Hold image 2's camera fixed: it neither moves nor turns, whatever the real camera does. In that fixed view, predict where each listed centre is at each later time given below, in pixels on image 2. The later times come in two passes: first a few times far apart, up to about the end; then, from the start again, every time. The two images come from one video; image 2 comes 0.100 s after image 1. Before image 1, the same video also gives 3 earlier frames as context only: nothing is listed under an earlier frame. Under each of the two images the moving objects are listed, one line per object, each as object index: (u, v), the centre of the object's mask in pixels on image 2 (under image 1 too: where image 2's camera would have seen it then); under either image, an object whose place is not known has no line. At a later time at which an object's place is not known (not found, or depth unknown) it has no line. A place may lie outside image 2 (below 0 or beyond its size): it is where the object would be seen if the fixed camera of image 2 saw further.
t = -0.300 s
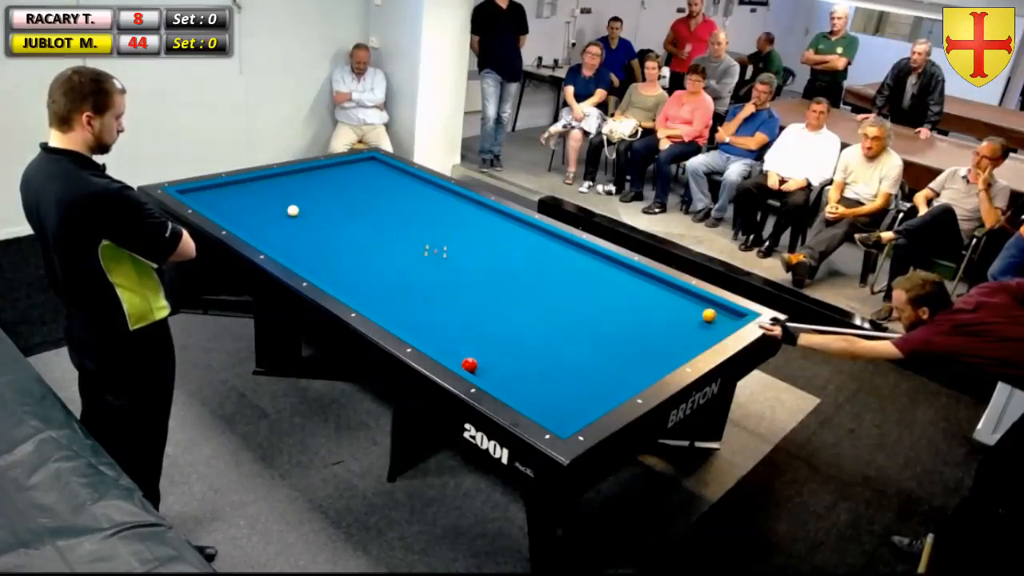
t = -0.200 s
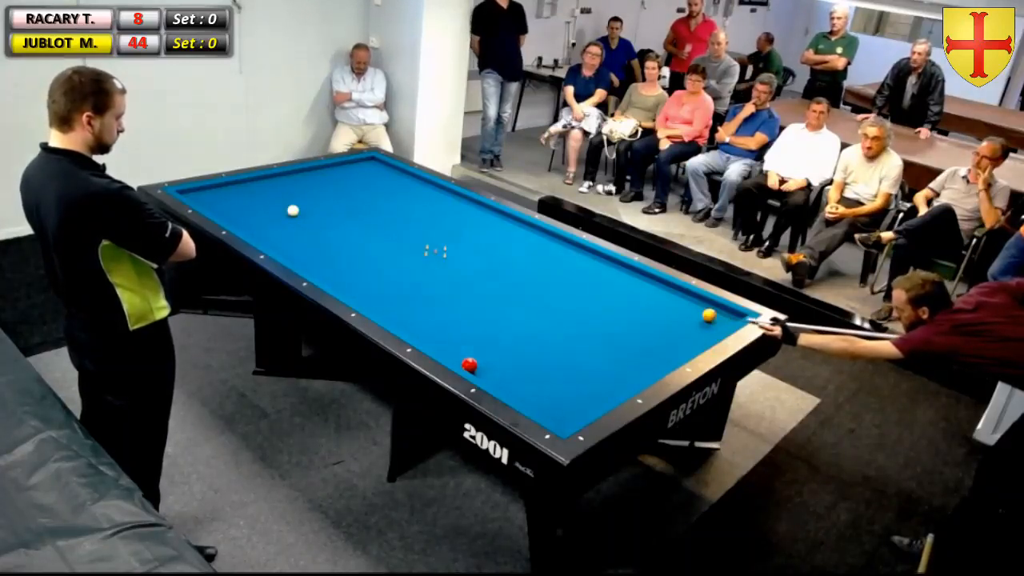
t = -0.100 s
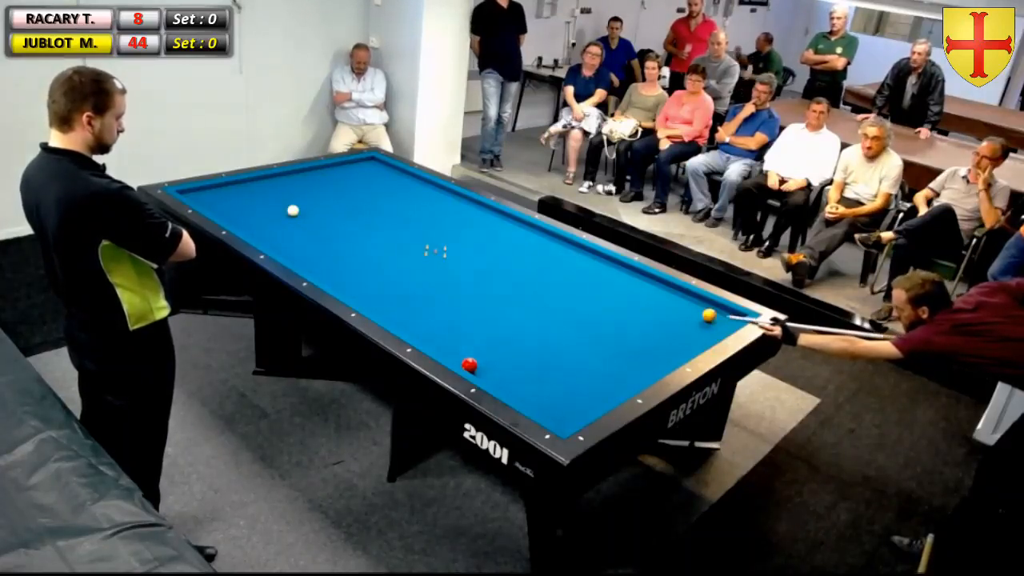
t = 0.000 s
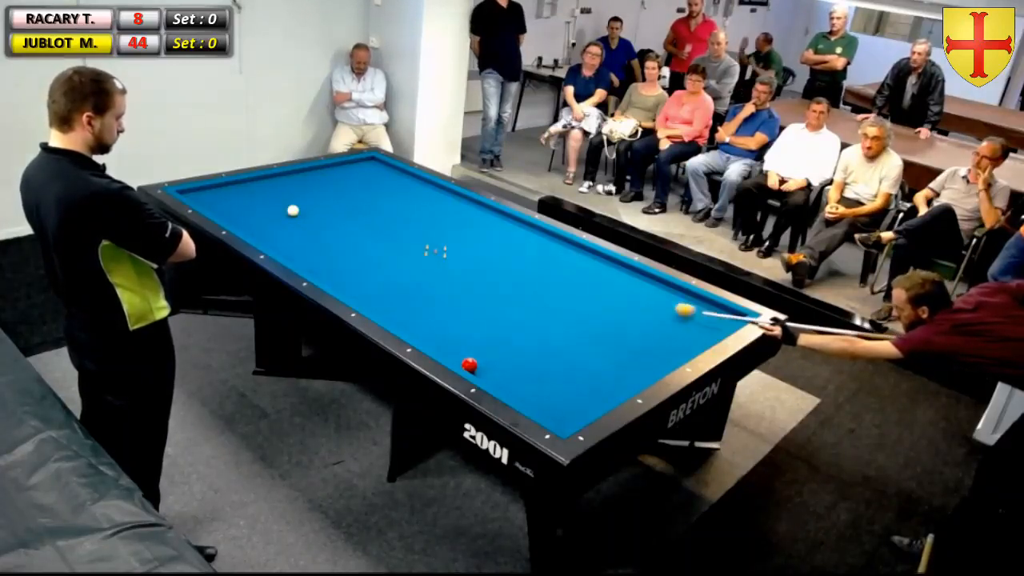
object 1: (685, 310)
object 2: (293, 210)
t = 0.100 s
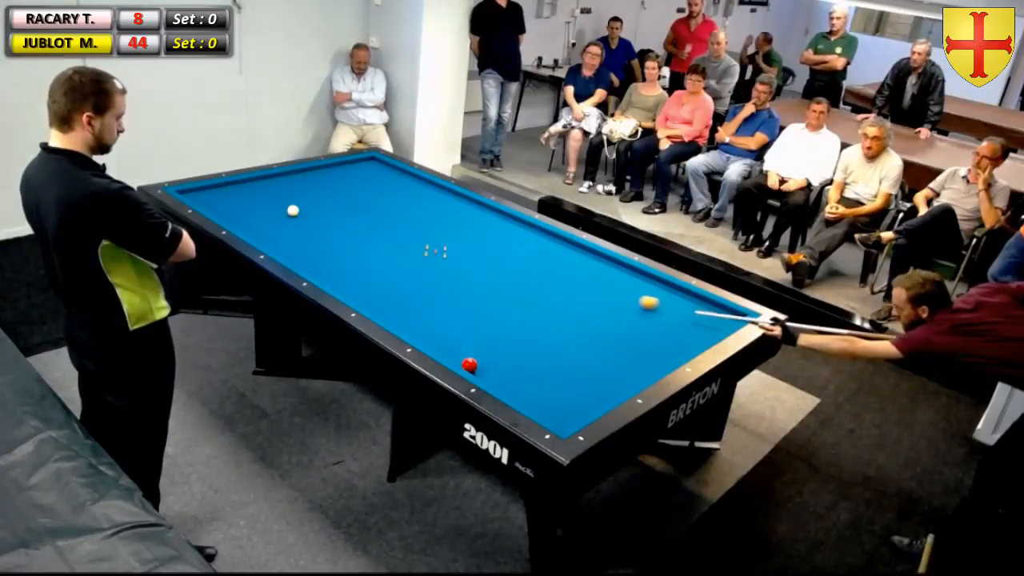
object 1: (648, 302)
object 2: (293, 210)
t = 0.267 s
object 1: (591, 291)
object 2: (293, 210)
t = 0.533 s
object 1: (503, 273)
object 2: (293, 210)
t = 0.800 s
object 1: (419, 256)
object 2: (293, 210)
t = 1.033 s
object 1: (348, 242)
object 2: (293, 210)
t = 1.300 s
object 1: (272, 227)
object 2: (293, 210)
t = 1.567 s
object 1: (221, 210)
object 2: (293, 210)
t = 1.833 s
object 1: (213, 192)
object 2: (293, 210)
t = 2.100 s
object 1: (229, 191)
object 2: (293, 210)
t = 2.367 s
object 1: (255, 198)
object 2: (293, 210)
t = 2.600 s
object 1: (278, 204)
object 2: (293, 210)
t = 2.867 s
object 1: (299, 205)
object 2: (297, 215)
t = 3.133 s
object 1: (317, 207)
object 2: (305, 220)
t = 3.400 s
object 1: (334, 207)
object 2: (312, 225)
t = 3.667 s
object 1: (350, 207)
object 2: (319, 231)
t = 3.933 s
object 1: (366, 208)
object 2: (327, 236)
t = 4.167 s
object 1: (379, 208)
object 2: (333, 241)
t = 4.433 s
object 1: (393, 209)
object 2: (340, 246)
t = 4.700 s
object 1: (407, 209)
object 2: (347, 252)
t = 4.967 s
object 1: (420, 209)
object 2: (354, 257)
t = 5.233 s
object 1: (432, 210)
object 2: (360, 262)
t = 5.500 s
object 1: (444, 210)
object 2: (366, 267)
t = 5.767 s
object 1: (454, 208)
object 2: (372, 272)
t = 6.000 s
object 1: (464, 210)
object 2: (377, 275)
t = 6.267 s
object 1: (475, 211)
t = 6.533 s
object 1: (485, 210)
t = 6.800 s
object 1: (494, 211)
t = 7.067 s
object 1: (498, 212)
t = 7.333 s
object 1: (497, 214)
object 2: (405, 295)
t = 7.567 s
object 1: (497, 215)
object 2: (409, 299)
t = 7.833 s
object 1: (498, 217)
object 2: (413, 302)
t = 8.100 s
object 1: (498, 218)
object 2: (417, 305)
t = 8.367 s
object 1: (498, 219)
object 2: (420, 308)
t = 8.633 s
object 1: (498, 219)
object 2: (423, 310)
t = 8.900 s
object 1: (499, 220)
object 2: (426, 312)
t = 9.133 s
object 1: (499, 221)
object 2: (428, 313)
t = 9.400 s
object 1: (499, 221)
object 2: (430, 315)
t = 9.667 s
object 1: (499, 221)
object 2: (432, 316)
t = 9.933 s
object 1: (499, 222)
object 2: (433, 317)
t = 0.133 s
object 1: (637, 300)
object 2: (293, 210)
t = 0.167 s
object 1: (626, 298)
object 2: (293, 210)
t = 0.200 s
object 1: (614, 295)
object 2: (293, 210)
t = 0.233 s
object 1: (603, 293)
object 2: (293, 210)
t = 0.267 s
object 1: (591, 291)
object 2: (293, 210)
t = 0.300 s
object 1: (580, 289)
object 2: (293, 210)
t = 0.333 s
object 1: (569, 286)
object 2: (293, 210)
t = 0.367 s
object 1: (558, 284)
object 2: (293, 210)
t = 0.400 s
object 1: (547, 282)
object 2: (293, 210)
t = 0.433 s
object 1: (535, 280)
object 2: (293, 210)
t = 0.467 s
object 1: (525, 277)
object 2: (293, 210)
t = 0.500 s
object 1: (513, 275)
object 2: (293, 210)
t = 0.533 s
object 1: (503, 273)
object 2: (293, 210)
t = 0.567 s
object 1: (492, 271)
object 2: (293, 210)
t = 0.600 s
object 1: (481, 269)
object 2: (293, 210)
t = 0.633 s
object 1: (471, 267)
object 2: (293, 210)
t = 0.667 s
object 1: (460, 264)
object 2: (293, 210)
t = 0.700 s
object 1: (449, 262)
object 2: (293, 210)
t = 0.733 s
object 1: (439, 260)
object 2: (293, 210)
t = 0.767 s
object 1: (429, 258)
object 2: (293, 210)
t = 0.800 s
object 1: (419, 256)
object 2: (293, 210)
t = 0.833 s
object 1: (408, 254)
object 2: (293, 210)
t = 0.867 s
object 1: (398, 252)
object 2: (293, 210)
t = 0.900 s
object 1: (388, 250)
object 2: (293, 210)
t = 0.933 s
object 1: (377, 248)
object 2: (293, 210)
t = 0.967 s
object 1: (368, 246)
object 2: (293, 210)
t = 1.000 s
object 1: (358, 244)
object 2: (293, 210)
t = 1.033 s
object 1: (348, 242)
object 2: (293, 210)
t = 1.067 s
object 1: (338, 240)
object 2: (293, 210)
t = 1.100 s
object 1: (329, 238)
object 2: (293, 210)
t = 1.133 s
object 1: (319, 236)
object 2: (293, 210)
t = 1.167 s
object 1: (310, 234)
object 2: (293, 210)
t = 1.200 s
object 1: (300, 233)
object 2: (293, 210)
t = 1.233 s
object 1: (291, 230)
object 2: (293, 210)
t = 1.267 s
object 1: (281, 229)
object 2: (293, 210)
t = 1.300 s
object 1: (272, 227)
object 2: (293, 210)
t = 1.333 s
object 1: (263, 225)
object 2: (293, 210)
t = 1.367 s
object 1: (254, 223)
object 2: (293, 210)
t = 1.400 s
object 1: (245, 222)
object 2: (293, 210)
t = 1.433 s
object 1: (236, 220)
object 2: (293, 210)
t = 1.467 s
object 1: (227, 217)
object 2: (293, 210)
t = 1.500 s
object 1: (222, 215)
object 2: (293, 210)
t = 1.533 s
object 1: (221, 213)
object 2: (293, 210)
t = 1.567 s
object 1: (221, 210)
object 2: (293, 210)
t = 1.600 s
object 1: (221, 208)
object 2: (293, 210)
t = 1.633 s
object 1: (220, 205)
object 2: (293, 210)
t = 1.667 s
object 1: (219, 203)
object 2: (293, 210)
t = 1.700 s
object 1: (218, 200)
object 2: (293, 210)
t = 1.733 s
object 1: (216, 198)
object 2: (293, 210)
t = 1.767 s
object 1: (215, 196)
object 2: (293, 210)
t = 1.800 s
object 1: (214, 194)
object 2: (293, 210)
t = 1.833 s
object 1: (213, 192)
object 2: (293, 210)
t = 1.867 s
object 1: (211, 189)
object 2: (293, 210)
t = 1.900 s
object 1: (210, 187)
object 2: (293, 210)
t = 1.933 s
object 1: (211, 186)
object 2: (293, 210)
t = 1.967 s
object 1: (215, 188)
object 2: (293, 210)
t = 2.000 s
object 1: (219, 189)
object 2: (293, 210)
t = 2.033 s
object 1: (222, 190)
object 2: (293, 210)
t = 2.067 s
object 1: (226, 191)
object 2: (293, 210)
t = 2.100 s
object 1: (229, 191)
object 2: (293, 210)
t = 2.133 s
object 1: (232, 193)
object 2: (293, 210)
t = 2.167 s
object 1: (236, 193)
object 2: (293, 210)
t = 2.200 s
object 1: (239, 194)
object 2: (293, 210)
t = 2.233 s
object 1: (242, 195)
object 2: (293, 210)
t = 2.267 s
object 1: (246, 196)
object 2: (293, 210)
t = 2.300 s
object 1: (249, 197)
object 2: (293, 210)
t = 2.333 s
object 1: (252, 197)
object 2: (293, 210)
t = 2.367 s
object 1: (255, 198)
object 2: (293, 210)
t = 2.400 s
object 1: (259, 199)
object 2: (293, 210)
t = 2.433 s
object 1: (262, 200)
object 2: (293, 210)
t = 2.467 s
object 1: (265, 200)
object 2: (293, 210)
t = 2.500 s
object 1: (268, 201)
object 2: (293, 210)
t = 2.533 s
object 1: (272, 202)
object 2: (293, 210)
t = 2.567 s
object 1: (275, 203)
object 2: (293, 210)
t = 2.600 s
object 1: (278, 204)
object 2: (293, 210)
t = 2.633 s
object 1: (281, 205)
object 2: (293, 210)
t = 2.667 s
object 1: (284, 205)
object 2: (293, 210)
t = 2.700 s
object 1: (286, 205)
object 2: (293, 210)
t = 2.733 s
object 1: (288, 205)
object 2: (294, 211)
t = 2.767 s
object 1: (292, 204)
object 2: (295, 212)
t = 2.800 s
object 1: (294, 205)
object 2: (296, 214)
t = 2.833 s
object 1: (297, 205)
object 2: (297, 215)
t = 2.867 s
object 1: (299, 205)
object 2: (297, 215)
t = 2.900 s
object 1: (302, 206)
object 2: (298, 216)
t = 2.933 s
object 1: (304, 206)
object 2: (299, 216)
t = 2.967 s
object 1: (306, 206)
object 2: (300, 217)
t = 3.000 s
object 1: (308, 207)
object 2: (301, 217)
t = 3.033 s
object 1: (310, 207)
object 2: (302, 218)
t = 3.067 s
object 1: (312, 207)
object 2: (303, 218)
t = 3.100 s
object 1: (315, 207)
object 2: (304, 219)
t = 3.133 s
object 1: (317, 207)
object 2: (305, 220)
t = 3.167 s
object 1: (319, 207)
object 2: (306, 220)
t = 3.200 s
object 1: (321, 207)
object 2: (307, 221)
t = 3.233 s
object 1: (323, 207)
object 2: (308, 222)
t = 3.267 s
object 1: (326, 207)
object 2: (309, 223)
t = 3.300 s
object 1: (327, 207)
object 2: (310, 223)
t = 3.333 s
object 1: (330, 207)
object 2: (310, 224)
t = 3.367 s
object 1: (332, 207)
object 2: (311, 224)
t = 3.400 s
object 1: (334, 207)
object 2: (312, 225)
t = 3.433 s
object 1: (336, 207)
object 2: (313, 226)
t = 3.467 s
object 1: (338, 207)
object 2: (314, 227)
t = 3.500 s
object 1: (340, 207)
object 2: (315, 227)
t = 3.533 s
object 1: (342, 207)
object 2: (316, 228)
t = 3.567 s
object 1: (344, 207)
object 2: (317, 229)
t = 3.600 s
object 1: (346, 207)
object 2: (318, 229)
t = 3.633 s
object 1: (348, 208)
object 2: (319, 230)
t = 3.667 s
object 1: (350, 207)
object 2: (319, 231)
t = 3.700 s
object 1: (352, 207)
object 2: (320, 232)
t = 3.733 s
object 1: (354, 208)
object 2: (322, 232)
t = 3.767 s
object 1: (356, 208)
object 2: (322, 233)
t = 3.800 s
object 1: (358, 208)
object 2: (323, 234)
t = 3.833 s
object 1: (360, 208)
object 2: (324, 234)
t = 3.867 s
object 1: (362, 208)
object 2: (325, 235)
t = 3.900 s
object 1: (364, 208)
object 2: (326, 236)
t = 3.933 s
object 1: (366, 208)
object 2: (327, 236)
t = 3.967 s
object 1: (367, 208)
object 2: (328, 237)
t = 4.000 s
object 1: (369, 208)
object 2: (329, 238)
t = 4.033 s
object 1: (371, 208)
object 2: (330, 238)
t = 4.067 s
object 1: (373, 208)
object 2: (330, 239)
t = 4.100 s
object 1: (375, 208)
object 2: (331, 240)
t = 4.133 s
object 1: (377, 208)
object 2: (332, 240)
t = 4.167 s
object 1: (379, 208)
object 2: (333, 241)
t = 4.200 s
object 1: (380, 208)
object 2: (334, 242)
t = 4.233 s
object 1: (382, 208)
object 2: (335, 242)
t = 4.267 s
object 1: (384, 208)
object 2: (336, 243)
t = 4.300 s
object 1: (386, 209)
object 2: (337, 244)
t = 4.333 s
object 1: (388, 209)
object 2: (338, 244)
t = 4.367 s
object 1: (390, 209)
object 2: (338, 245)
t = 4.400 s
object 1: (391, 209)
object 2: (339, 246)
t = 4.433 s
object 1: (393, 209)
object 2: (340, 246)
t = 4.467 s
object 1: (395, 209)
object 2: (341, 247)
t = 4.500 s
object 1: (397, 209)
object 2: (342, 248)
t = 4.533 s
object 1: (398, 209)
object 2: (343, 248)
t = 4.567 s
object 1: (400, 209)
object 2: (344, 249)
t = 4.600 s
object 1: (402, 209)
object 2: (345, 250)
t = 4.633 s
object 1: (403, 209)
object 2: (345, 250)
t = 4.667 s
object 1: (405, 209)
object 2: (346, 251)
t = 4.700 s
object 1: (407, 209)
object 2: (347, 252)
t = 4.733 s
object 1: (409, 209)
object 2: (348, 252)
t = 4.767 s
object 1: (410, 209)
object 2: (349, 253)
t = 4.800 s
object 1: (412, 209)
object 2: (349, 254)
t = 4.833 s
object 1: (413, 209)
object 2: (350, 254)
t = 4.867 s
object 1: (415, 209)
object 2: (351, 255)
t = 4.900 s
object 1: (417, 209)
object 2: (352, 256)
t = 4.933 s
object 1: (418, 209)
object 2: (353, 256)
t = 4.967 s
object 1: (420, 209)
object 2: (354, 257)
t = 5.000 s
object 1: (422, 210)
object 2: (354, 257)
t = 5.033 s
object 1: (423, 210)
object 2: (355, 258)
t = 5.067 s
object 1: (425, 210)
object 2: (356, 259)
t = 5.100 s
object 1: (426, 210)
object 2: (357, 259)
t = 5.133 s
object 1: (428, 210)
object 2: (357, 260)
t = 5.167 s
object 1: (429, 210)
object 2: (358, 261)
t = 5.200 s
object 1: (431, 210)
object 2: (359, 261)
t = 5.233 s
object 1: (432, 210)
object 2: (360, 262)
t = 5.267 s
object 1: (434, 210)
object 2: (361, 263)
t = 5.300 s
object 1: (435, 210)
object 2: (362, 263)
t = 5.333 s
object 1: (437, 210)
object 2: (362, 264)
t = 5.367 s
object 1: (438, 210)
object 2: (363, 264)
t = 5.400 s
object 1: (440, 210)
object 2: (364, 265)
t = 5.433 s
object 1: (441, 210)
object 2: (365, 266)
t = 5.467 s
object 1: (443, 210)
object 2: (365, 266)
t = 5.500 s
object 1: (444, 210)
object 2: (366, 267)
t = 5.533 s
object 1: (446, 210)
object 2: (367, 267)
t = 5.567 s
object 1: (447, 210)
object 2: (368, 268)
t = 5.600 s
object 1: (448, 210)
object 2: (369, 269)
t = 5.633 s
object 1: (450, 210)
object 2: (369, 269)
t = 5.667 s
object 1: (451, 210)
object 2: (370, 270)
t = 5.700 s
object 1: (453, 210)
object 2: (371, 270)
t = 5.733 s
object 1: (454, 210)
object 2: (372, 271)
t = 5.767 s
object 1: (454, 208)
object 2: (372, 272)
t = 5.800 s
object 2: (373, 272)
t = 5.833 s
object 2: (374, 273)
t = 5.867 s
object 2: (375, 273)
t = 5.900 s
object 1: (464, 209)
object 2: (375, 274)
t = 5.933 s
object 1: (463, 210)
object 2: (376, 274)
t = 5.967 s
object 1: (463, 210)
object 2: (377, 275)
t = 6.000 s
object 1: (464, 210)
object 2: (377, 275)
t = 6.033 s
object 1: (466, 210)
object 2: (376, 274)
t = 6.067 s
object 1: (467, 210)
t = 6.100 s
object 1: (469, 210)
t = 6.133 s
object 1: (470, 210)
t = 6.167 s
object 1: (471, 210)
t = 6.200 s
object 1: (472, 211)
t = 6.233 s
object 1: (474, 211)
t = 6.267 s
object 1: (475, 211)
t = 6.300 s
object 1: (476, 210)
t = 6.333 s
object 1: (477, 210)
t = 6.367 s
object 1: (478, 211)
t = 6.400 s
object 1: (480, 211)
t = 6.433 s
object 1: (481, 210)
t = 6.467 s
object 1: (482, 211)
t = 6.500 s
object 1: (483, 211)
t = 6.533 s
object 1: (485, 210)
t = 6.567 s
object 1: (486, 211)
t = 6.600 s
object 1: (487, 211)
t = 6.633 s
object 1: (488, 211)
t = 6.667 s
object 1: (489, 211)
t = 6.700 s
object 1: (490, 211)
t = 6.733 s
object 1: (491, 211)
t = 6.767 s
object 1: (493, 211)
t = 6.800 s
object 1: (494, 211)
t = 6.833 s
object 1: (495, 211)
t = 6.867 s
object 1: (496, 211)
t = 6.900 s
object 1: (497, 211)
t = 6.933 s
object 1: (498, 211)
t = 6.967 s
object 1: (497, 211)
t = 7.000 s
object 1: (497, 211)
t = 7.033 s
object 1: (498, 212)
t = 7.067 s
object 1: (498, 212)
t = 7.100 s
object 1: (497, 212)
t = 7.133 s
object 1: (498, 213)
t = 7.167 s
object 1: (498, 213)
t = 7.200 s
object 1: (497, 213)
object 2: (408, 292)
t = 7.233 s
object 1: (498, 213)
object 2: (407, 293)
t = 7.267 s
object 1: (497, 213)
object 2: (407, 294)
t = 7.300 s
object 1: (498, 213)
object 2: (406, 294)
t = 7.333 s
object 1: (497, 214)
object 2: (405, 295)
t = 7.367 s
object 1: (497, 214)
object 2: (406, 296)
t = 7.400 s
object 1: (497, 214)
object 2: (406, 297)
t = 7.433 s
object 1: (497, 215)
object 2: (406, 297)
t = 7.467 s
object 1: (498, 215)
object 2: (407, 298)
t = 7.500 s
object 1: (498, 215)
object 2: (407, 298)
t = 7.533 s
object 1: (498, 215)
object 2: (408, 298)
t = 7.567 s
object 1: (497, 215)
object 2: (409, 299)
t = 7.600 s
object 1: (498, 215)
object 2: (409, 299)
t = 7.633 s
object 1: (498, 216)
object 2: (410, 299)
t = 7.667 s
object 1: (497, 216)
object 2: (410, 300)
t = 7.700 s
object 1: (497, 216)
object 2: (411, 300)
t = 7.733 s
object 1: (498, 216)
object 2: (411, 301)
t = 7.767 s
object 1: (498, 216)
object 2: (412, 301)
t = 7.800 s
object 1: (498, 216)
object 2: (412, 302)
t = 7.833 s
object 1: (498, 217)
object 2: (413, 302)
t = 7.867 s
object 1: (498, 217)
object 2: (413, 302)
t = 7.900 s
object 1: (498, 217)
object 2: (414, 303)
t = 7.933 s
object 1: (498, 217)
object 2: (414, 303)
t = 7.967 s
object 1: (498, 217)
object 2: (415, 304)
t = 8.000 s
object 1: (498, 217)
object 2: (415, 304)
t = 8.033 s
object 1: (498, 218)
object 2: (416, 304)
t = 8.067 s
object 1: (498, 218)
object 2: (416, 305)
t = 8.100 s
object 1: (498, 218)
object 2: (417, 305)
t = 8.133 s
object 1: (498, 218)
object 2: (417, 305)
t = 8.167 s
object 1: (498, 218)
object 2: (417, 306)
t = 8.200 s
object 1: (498, 218)
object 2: (418, 306)
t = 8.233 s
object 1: (498, 218)
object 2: (418, 306)
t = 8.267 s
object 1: (498, 218)
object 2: (419, 307)
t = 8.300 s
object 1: (498, 219)
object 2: (419, 307)
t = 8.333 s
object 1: (498, 219)
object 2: (420, 307)
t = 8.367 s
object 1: (498, 219)
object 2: (420, 308)
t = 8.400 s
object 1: (498, 219)
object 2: (420, 308)
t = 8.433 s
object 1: (498, 219)
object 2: (421, 308)
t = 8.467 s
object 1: (498, 219)
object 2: (421, 308)
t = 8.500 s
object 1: (498, 219)
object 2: (422, 309)
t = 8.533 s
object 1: (498, 219)
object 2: (422, 309)
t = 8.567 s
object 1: (498, 219)
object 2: (422, 309)
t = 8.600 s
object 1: (498, 219)
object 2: (423, 310)
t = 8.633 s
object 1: (498, 219)
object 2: (423, 310)
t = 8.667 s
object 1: (499, 220)
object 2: (423, 310)
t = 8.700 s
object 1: (498, 220)
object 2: (424, 310)
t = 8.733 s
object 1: (499, 220)
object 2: (424, 311)
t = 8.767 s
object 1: (498, 220)
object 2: (425, 311)
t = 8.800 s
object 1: (499, 220)
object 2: (425, 311)
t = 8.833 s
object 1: (499, 220)
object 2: (425, 312)
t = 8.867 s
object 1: (499, 220)
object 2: (426, 312)
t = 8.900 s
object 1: (499, 220)
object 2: (426, 312)
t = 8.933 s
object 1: (498, 221)
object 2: (426, 312)
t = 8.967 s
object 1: (499, 221)
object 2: (427, 312)
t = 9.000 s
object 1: (499, 220)
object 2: (427, 313)
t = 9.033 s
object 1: (498, 221)
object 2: (427, 313)
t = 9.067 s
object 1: (499, 221)
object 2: (428, 313)
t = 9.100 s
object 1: (499, 221)
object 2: (428, 313)
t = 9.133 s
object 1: (499, 221)
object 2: (428, 313)
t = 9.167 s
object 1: (499, 221)
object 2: (429, 314)
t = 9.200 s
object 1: (499, 221)
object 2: (429, 314)
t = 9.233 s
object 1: (499, 221)
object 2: (429, 314)
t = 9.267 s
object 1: (499, 221)
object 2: (429, 314)
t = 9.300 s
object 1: (499, 221)
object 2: (430, 314)
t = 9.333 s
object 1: (499, 221)
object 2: (430, 314)
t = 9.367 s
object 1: (499, 221)
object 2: (430, 315)
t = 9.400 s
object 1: (499, 221)
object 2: (430, 315)
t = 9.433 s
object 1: (499, 221)
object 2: (431, 315)
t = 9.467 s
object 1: (499, 221)
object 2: (431, 315)
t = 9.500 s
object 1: (499, 221)
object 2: (431, 315)
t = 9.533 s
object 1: (499, 221)
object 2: (431, 315)
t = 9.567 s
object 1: (499, 221)
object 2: (431, 316)
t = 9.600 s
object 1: (499, 221)
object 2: (431, 316)
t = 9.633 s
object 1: (499, 221)
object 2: (432, 316)
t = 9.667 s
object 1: (499, 221)
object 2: (432, 316)
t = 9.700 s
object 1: (499, 221)
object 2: (432, 316)
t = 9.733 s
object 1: (499, 222)
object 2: (432, 316)
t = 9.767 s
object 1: (499, 222)
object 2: (432, 316)
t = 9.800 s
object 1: (499, 221)
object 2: (433, 316)
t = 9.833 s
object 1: (499, 222)
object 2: (433, 317)
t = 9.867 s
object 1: (499, 222)
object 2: (433, 317)
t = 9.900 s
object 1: (499, 222)
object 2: (433, 317)
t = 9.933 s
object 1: (499, 222)
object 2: (433, 317)
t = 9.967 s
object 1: (499, 222)
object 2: (433, 317)
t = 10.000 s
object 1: (499, 221)
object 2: (433, 317)
